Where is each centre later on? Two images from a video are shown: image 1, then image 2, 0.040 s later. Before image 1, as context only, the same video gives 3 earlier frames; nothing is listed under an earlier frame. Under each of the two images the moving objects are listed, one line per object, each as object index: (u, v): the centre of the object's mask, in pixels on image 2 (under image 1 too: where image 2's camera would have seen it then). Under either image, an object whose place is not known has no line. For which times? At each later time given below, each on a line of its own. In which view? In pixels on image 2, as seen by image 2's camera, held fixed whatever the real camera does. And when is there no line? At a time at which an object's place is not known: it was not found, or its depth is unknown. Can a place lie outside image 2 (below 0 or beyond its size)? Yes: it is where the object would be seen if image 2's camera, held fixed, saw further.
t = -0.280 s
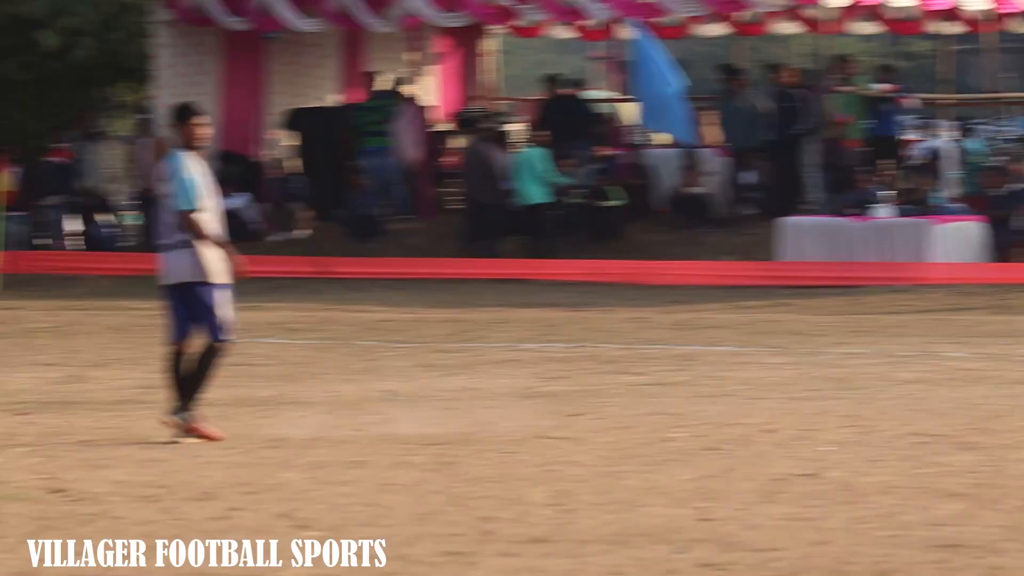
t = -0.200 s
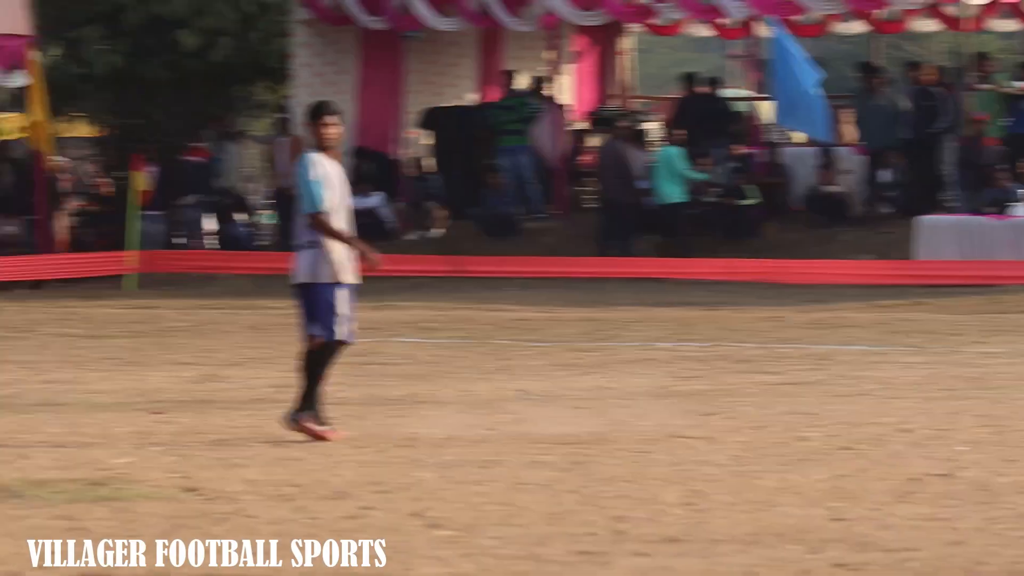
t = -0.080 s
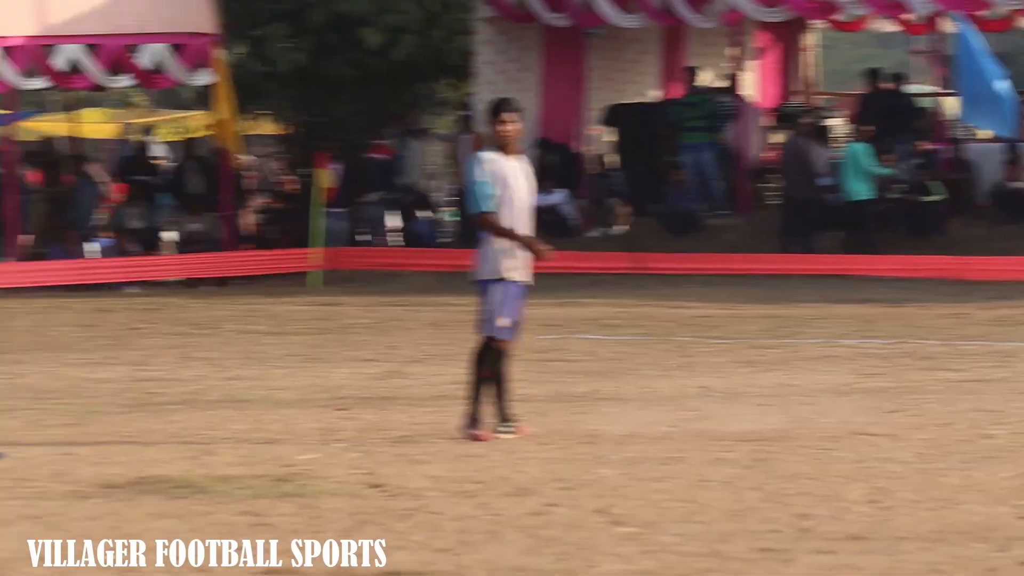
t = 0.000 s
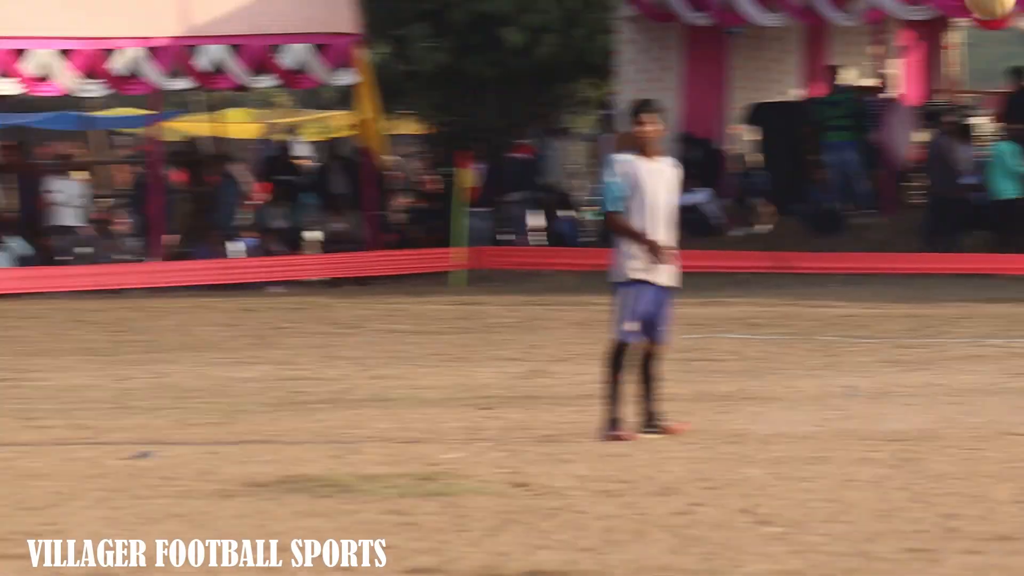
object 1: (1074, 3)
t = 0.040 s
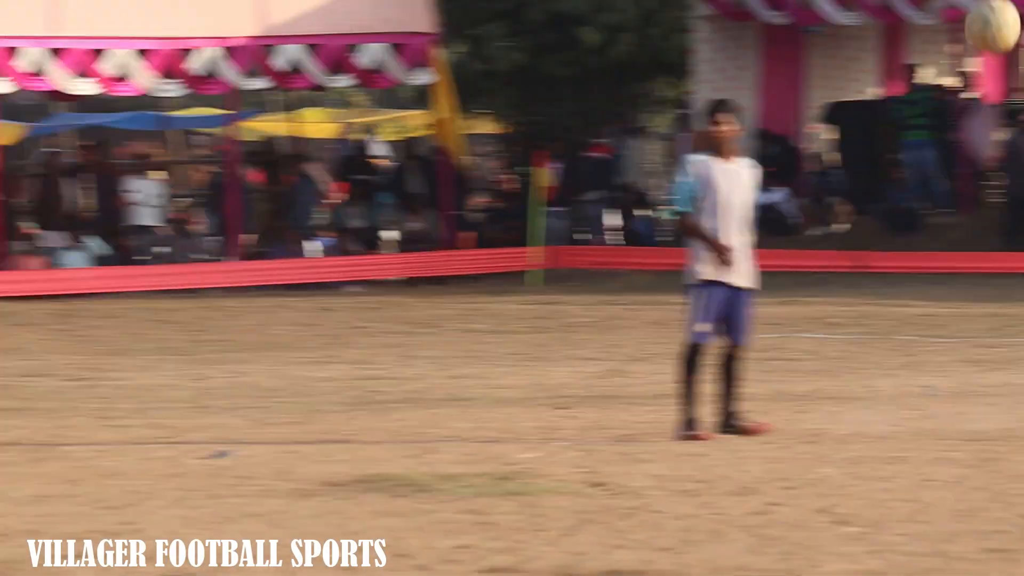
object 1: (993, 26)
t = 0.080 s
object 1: (913, 70)
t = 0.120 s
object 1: (835, 117)
